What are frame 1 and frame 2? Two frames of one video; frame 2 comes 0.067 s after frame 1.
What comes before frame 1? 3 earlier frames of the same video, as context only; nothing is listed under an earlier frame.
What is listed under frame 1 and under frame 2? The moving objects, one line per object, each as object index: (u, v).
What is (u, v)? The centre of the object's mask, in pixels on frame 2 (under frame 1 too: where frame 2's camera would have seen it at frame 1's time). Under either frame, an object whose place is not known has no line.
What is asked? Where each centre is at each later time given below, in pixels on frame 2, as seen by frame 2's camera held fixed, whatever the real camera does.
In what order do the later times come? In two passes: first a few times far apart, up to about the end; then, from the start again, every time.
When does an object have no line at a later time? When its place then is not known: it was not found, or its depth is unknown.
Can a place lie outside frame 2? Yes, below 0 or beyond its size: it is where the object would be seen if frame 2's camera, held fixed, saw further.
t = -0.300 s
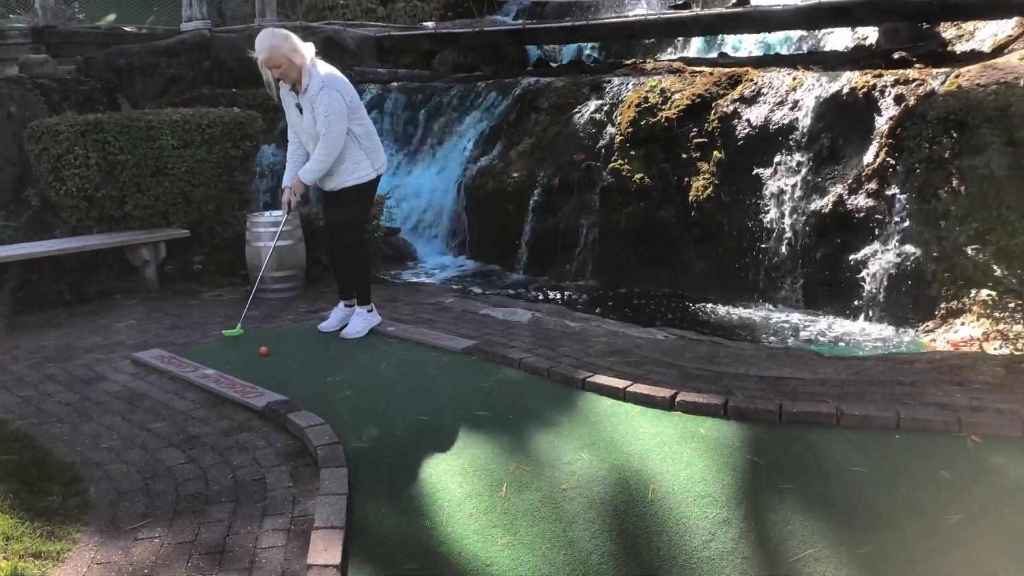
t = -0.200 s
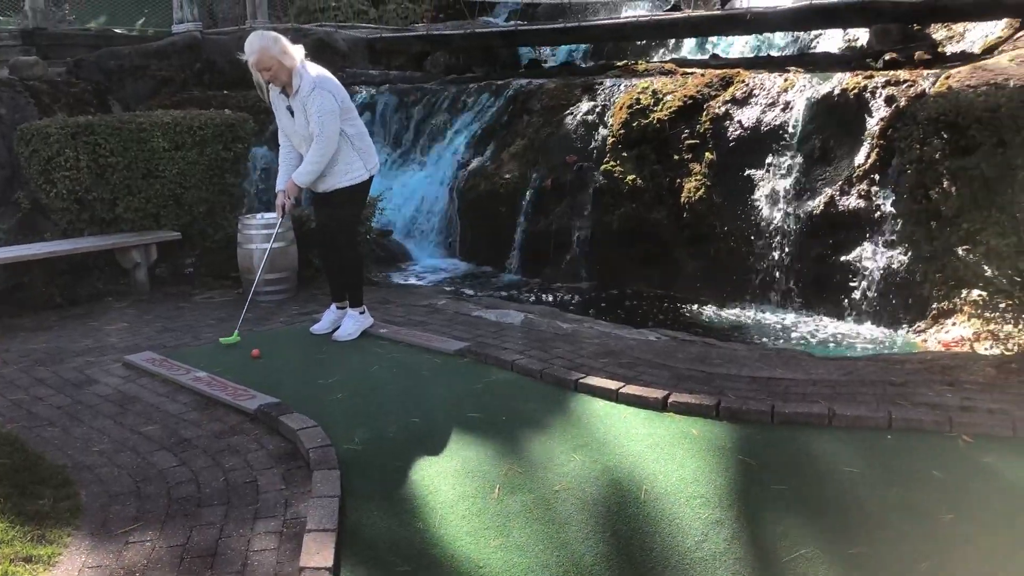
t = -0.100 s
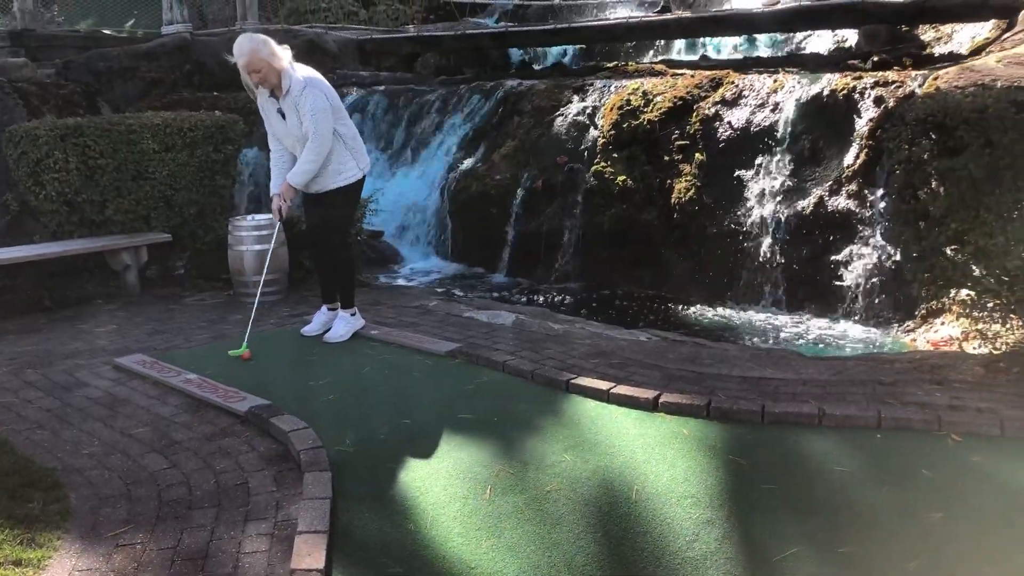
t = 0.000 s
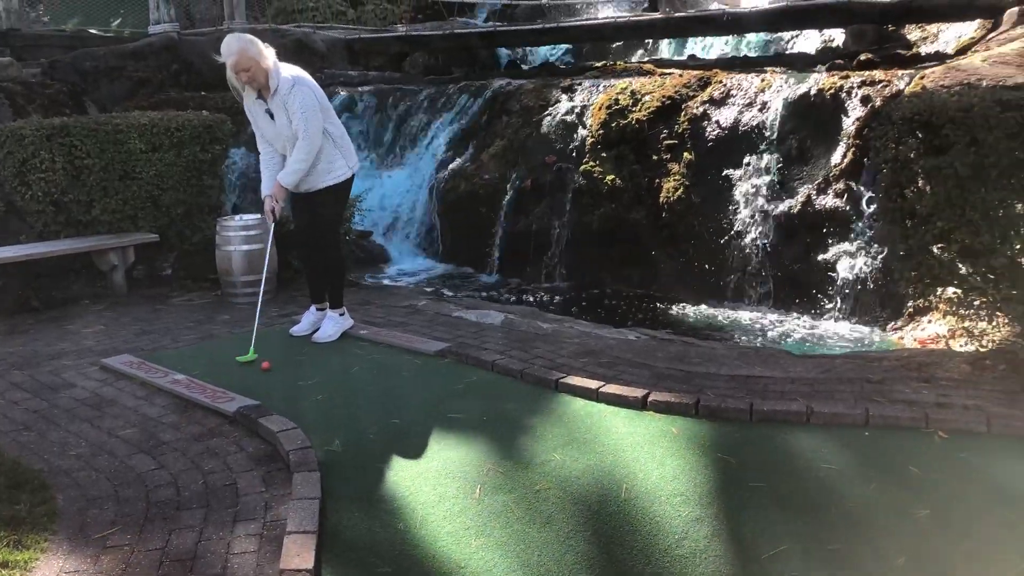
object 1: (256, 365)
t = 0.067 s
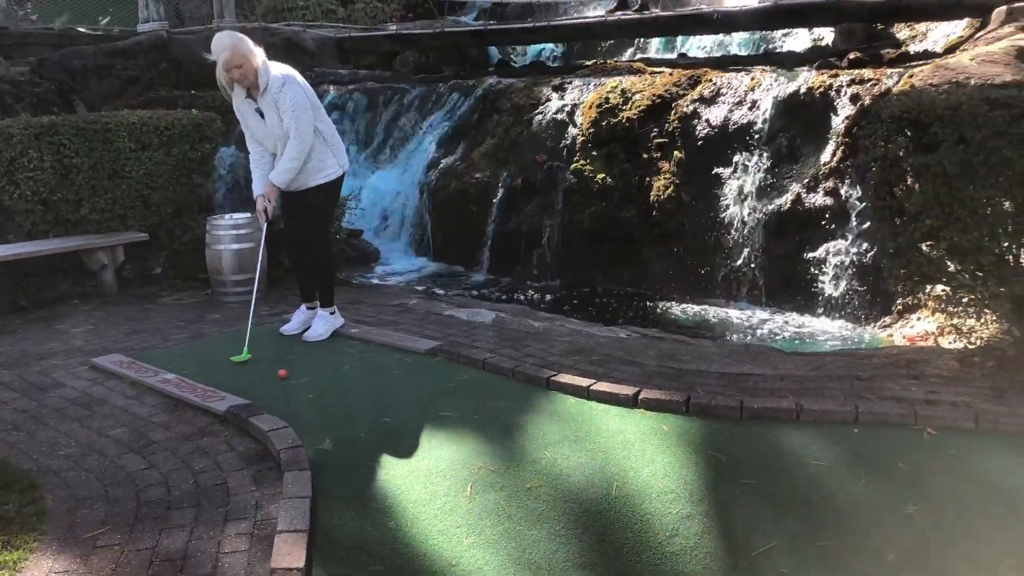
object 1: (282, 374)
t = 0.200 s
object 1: (333, 390)
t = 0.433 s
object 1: (418, 420)
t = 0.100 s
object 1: (295, 378)
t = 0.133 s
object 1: (307, 382)
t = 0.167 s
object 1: (320, 386)
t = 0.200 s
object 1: (333, 390)
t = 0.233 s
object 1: (345, 394)
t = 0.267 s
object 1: (357, 398)
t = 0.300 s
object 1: (368, 402)
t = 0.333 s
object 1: (380, 405)
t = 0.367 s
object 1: (392, 409)
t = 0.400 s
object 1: (404, 413)
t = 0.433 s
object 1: (418, 420)
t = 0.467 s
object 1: (431, 427)
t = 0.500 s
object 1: (445, 435)
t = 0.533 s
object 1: (459, 441)
